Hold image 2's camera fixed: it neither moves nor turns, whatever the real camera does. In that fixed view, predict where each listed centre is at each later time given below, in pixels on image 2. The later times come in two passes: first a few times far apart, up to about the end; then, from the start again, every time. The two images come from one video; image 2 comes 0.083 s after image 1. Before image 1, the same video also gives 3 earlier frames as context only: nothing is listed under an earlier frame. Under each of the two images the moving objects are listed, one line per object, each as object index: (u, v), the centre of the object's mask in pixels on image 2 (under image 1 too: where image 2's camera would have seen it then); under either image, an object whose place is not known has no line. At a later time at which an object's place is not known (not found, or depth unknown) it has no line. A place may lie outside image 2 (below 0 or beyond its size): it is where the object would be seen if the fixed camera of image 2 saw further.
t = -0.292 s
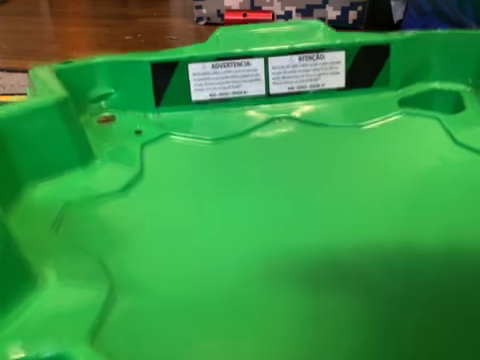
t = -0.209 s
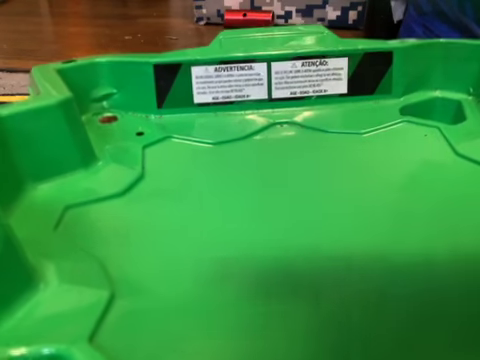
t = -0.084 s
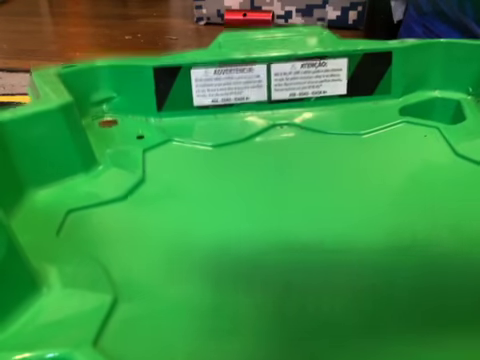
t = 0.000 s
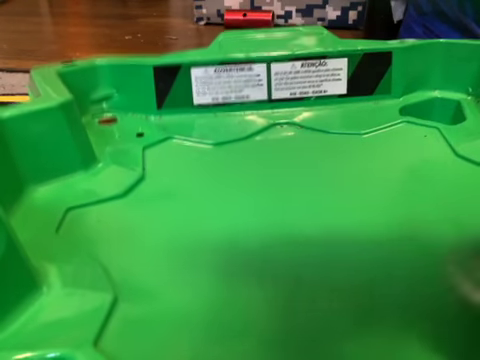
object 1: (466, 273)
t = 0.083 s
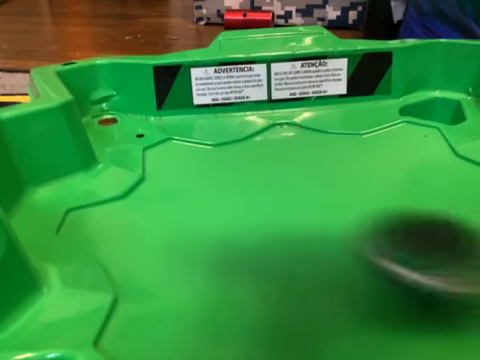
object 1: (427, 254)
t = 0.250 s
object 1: (307, 196)
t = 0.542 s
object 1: (220, 159)
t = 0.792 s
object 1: (201, 160)
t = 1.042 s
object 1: (232, 169)
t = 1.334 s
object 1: (289, 177)
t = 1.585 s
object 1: (347, 183)
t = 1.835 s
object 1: (377, 185)
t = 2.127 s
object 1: (363, 195)
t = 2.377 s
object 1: (326, 205)
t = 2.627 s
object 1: (278, 210)
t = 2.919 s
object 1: (238, 205)
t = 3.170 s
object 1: (232, 196)
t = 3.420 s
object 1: (252, 183)
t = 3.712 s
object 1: (281, 170)
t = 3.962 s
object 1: (307, 168)
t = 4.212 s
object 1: (323, 176)
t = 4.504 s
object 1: (329, 191)
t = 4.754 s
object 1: (316, 205)
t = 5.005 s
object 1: (293, 211)
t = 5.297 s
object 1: (272, 206)
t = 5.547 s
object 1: (261, 193)
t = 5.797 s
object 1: (267, 181)
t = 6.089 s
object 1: (283, 173)
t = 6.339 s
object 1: (304, 175)
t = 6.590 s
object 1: (322, 185)
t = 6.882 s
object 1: (321, 198)
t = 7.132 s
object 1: (302, 204)
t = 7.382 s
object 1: (280, 202)
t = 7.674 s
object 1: (269, 190)
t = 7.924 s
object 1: (271, 179)
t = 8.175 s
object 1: (284, 175)
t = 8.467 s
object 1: (299, 181)
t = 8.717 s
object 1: (309, 190)
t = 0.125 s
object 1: (391, 241)
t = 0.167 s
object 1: (354, 224)
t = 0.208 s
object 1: (328, 209)
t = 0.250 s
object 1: (307, 196)
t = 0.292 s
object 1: (289, 187)
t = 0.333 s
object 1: (273, 180)
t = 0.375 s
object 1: (259, 173)
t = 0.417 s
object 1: (247, 168)
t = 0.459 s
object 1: (237, 164)
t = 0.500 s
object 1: (228, 161)
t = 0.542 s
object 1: (220, 159)
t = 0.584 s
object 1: (215, 158)
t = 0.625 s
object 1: (210, 157)
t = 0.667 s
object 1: (206, 158)
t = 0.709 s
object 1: (203, 158)
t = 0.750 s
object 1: (201, 159)
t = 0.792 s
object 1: (201, 160)
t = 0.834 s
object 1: (202, 162)
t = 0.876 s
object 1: (206, 164)
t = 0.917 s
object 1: (212, 166)
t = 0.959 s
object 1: (219, 167)
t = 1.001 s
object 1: (225, 168)
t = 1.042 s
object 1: (232, 169)
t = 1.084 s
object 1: (239, 170)
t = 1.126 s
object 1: (246, 171)
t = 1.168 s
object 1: (254, 172)
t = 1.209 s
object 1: (262, 173)
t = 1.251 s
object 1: (270, 174)
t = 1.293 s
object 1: (279, 175)
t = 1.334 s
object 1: (289, 177)
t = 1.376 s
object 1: (298, 179)
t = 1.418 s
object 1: (309, 179)
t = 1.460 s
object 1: (319, 180)
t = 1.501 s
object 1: (329, 181)
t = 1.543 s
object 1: (338, 182)
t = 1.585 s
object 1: (347, 183)
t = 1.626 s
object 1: (356, 183)
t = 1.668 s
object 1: (362, 183)
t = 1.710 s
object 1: (368, 183)
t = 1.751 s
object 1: (372, 184)
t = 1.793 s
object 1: (375, 185)
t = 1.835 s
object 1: (377, 185)
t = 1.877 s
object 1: (379, 186)
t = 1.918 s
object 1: (378, 187)
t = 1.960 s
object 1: (377, 188)
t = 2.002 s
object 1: (375, 190)
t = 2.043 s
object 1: (371, 191)
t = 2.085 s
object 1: (368, 193)
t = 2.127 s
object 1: (363, 195)
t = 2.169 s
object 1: (359, 197)
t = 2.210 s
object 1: (354, 199)
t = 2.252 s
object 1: (348, 202)
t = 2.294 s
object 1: (341, 203)
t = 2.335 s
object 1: (334, 205)
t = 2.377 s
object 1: (326, 205)
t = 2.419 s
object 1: (317, 207)
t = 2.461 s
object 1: (309, 208)
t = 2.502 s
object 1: (301, 208)
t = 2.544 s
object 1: (293, 210)
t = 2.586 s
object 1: (285, 210)
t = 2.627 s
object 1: (278, 210)
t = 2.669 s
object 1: (271, 210)
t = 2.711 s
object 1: (264, 210)
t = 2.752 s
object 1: (257, 209)
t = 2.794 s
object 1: (250, 208)
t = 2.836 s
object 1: (245, 208)
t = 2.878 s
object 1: (241, 207)
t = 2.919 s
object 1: (238, 205)
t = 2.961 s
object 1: (235, 204)
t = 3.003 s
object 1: (233, 203)
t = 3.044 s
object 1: (232, 201)
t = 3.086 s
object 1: (232, 199)
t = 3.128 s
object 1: (232, 197)
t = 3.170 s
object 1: (232, 196)
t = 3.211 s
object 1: (234, 194)
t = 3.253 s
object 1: (237, 192)
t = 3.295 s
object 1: (241, 190)
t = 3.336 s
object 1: (244, 188)
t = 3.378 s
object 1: (248, 185)
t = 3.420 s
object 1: (252, 183)
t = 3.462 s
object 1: (256, 180)
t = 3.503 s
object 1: (261, 178)
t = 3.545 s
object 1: (265, 176)
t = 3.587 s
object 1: (269, 174)
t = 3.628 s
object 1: (273, 172)
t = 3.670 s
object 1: (277, 171)
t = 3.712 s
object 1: (281, 170)
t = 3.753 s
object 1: (286, 169)
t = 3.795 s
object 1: (291, 169)
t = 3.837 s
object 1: (295, 169)
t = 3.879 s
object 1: (300, 168)
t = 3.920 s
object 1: (304, 169)
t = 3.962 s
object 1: (307, 168)
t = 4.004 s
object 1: (310, 169)
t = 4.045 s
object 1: (313, 169)
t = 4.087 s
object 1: (316, 170)
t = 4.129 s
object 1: (318, 172)
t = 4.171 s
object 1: (320, 174)
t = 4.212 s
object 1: (323, 176)
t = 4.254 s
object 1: (325, 178)
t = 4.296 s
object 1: (327, 180)
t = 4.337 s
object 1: (329, 182)
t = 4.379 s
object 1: (329, 184)
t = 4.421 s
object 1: (330, 186)
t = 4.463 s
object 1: (329, 188)
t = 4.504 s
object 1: (329, 191)
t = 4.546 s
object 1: (328, 193)
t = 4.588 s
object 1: (327, 195)
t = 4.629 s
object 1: (325, 198)
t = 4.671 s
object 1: (322, 200)
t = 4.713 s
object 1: (319, 203)
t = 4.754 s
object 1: (316, 205)
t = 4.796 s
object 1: (312, 206)
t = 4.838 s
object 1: (309, 208)
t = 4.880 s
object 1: (305, 210)
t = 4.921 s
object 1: (301, 211)
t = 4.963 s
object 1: (297, 211)
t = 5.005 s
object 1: (293, 211)
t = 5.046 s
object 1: (290, 211)
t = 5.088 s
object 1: (286, 211)
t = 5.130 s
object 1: (283, 211)
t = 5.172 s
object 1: (280, 210)
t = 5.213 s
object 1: (277, 209)
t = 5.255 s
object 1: (274, 207)
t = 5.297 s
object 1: (272, 206)
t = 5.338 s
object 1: (269, 204)
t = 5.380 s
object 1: (267, 202)
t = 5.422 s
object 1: (265, 199)
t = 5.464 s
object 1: (263, 197)
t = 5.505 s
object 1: (262, 195)
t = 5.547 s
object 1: (261, 193)
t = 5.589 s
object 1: (261, 191)
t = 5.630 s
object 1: (262, 189)
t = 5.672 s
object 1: (263, 187)
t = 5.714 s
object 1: (264, 185)
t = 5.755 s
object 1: (266, 183)
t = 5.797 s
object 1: (267, 181)
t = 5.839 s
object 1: (268, 179)
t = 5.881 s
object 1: (270, 177)
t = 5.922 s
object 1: (272, 175)
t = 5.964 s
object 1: (274, 174)
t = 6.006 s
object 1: (276, 174)
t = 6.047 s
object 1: (279, 173)
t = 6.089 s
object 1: (283, 173)
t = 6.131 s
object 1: (286, 173)
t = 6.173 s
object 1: (290, 173)
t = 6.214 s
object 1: (294, 173)
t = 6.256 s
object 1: (297, 174)
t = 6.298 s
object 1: (300, 174)
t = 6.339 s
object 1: (304, 175)
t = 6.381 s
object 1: (307, 177)
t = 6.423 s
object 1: (311, 178)
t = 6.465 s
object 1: (314, 180)
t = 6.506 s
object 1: (318, 181)
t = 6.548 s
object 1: (320, 183)
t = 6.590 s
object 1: (322, 185)
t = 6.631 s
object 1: (324, 187)
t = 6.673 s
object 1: (325, 189)
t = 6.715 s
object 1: (325, 191)
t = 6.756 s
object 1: (325, 193)
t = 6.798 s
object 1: (324, 194)
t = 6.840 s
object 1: (323, 196)
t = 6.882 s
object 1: (321, 198)
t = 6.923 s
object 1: (319, 200)
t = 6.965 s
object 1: (317, 201)
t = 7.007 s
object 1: (314, 202)
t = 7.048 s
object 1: (310, 203)
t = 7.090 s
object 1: (306, 204)
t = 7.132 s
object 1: (302, 204)
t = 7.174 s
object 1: (298, 204)
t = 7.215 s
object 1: (294, 204)
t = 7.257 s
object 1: (290, 204)
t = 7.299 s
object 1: (287, 204)
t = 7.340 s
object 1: (283, 203)
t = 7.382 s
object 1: (280, 202)
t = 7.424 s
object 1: (277, 201)
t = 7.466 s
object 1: (275, 199)
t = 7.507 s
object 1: (273, 198)
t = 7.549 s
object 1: (271, 196)
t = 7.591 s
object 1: (270, 194)
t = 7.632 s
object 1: (269, 192)
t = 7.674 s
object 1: (269, 190)
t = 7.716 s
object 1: (268, 188)
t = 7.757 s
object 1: (268, 185)
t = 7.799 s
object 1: (268, 183)
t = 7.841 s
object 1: (269, 181)
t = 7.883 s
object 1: (269, 180)
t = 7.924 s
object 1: (271, 179)
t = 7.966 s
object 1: (273, 177)
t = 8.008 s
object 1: (275, 176)
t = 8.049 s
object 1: (277, 176)
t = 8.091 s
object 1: (279, 175)
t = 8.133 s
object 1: (282, 175)
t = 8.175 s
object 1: (284, 175)
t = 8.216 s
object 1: (287, 175)
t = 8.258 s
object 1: (289, 175)
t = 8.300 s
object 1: (291, 176)
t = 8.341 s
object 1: (293, 177)
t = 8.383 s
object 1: (295, 178)
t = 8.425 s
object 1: (297, 180)
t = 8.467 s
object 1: (299, 181)
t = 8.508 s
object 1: (301, 183)
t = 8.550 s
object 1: (303, 184)
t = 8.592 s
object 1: (305, 186)
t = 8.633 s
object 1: (307, 187)
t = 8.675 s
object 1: (308, 189)
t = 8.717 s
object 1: (309, 190)
